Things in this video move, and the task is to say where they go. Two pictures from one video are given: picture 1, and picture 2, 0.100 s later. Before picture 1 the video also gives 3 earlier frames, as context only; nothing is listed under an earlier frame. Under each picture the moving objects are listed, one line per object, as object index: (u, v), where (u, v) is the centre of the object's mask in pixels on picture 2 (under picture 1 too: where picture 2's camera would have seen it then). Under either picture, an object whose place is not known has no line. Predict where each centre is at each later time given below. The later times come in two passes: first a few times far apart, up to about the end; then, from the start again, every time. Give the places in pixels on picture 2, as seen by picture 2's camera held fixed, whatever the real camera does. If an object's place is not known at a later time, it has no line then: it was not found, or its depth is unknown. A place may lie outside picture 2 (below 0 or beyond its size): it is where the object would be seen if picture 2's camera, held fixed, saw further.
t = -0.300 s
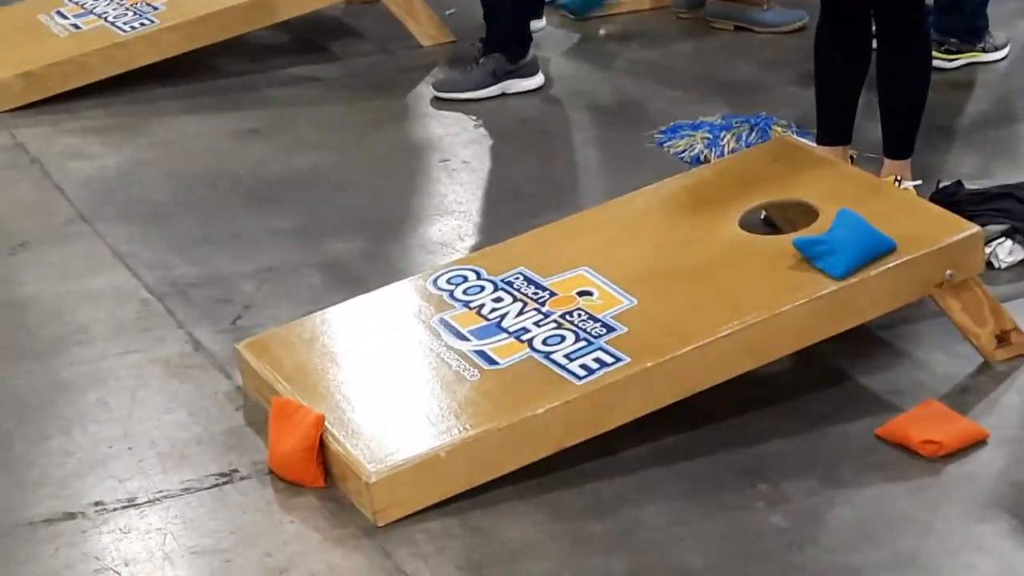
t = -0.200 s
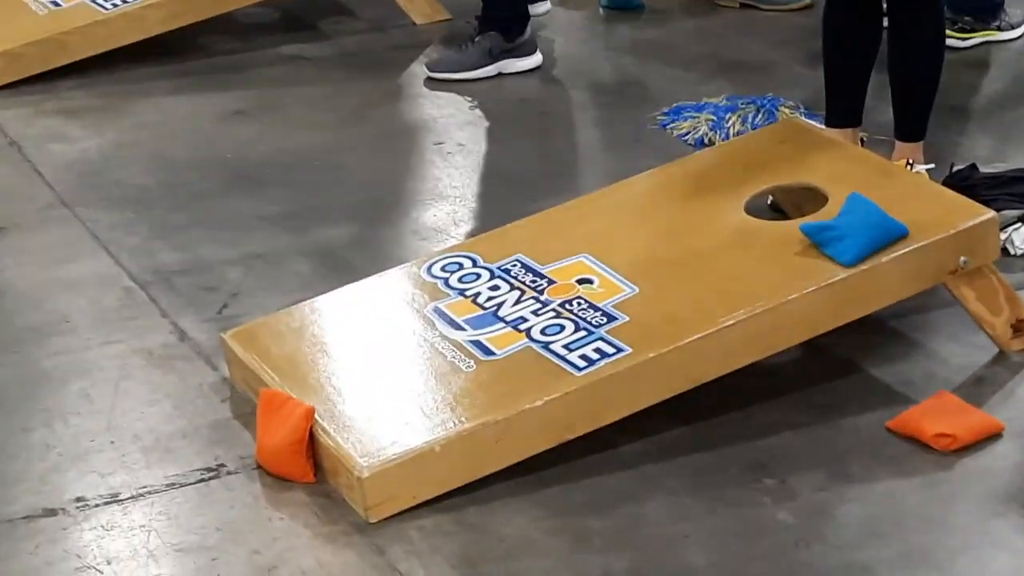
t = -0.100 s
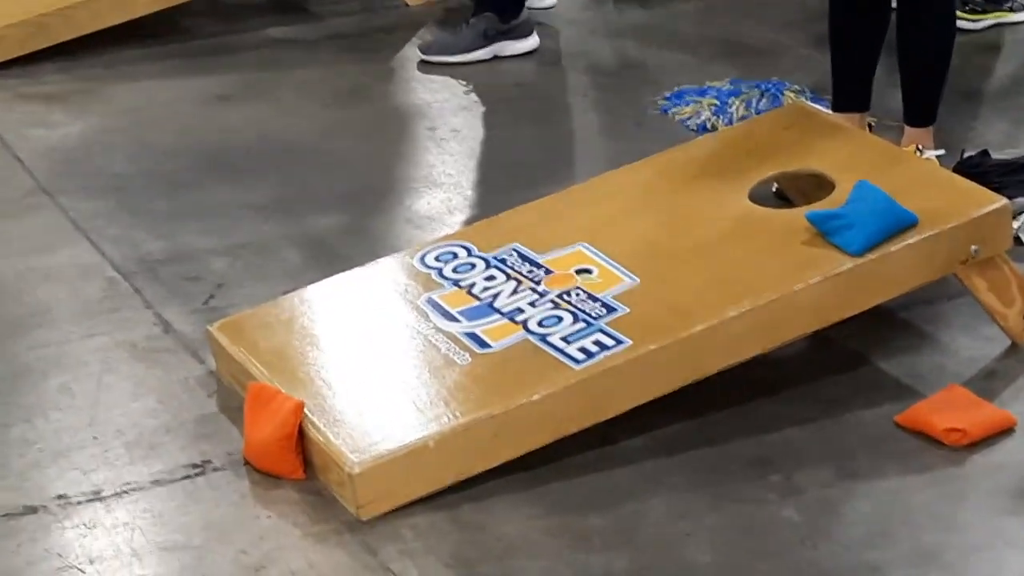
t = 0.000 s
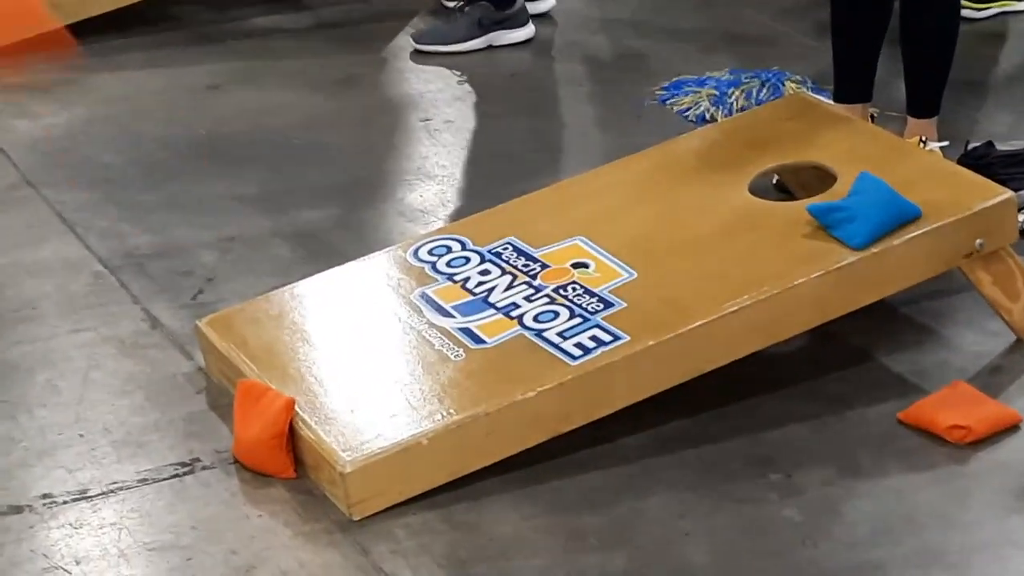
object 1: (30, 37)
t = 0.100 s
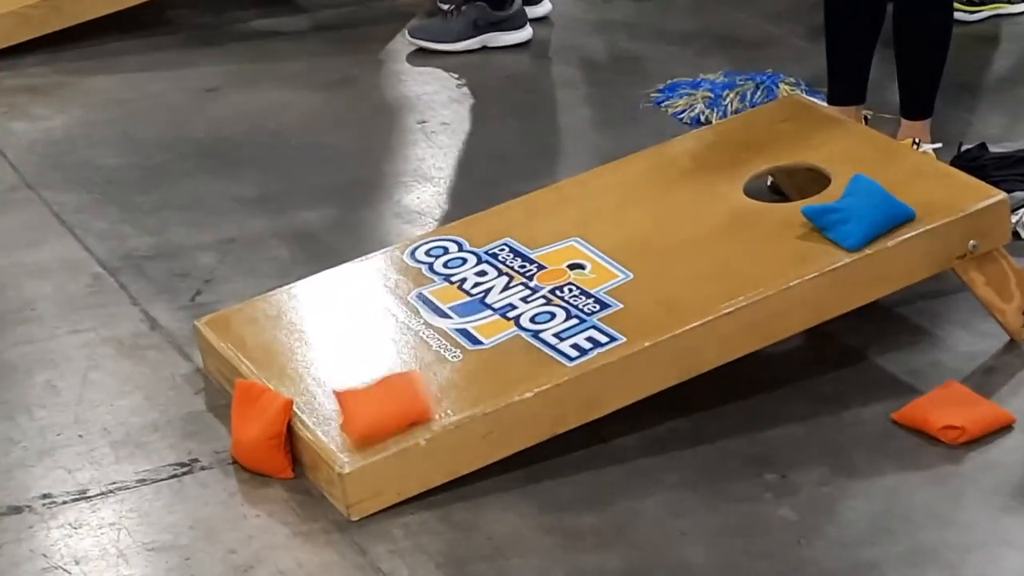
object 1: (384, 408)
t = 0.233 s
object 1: (495, 336)
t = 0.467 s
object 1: (572, 296)
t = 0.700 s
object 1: (572, 297)
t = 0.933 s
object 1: (573, 297)
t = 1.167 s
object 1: (573, 297)
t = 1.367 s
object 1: (573, 296)
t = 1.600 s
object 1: (573, 296)
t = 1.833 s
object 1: (573, 296)
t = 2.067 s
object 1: (574, 296)
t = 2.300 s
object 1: (574, 296)
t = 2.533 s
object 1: (574, 296)
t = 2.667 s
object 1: (574, 295)
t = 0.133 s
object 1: (414, 384)
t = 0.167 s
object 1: (443, 367)
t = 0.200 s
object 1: (471, 350)
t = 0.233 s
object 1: (495, 336)
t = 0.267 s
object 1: (518, 324)
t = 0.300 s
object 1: (534, 316)
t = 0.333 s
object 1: (547, 309)
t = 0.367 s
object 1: (557, 303)
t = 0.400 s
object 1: (565, 299)
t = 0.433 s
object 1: (569, 297)
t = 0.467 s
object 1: (572, 296)
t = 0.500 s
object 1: (572, 297)
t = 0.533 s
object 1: (572, 297)
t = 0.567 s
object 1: (572, 297)
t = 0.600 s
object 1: (572, 297)
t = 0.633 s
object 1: (572, 297)
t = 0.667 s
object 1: (572, 297)
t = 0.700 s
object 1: (572, 297)
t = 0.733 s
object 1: (572, 297)
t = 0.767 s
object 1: (573, 297)
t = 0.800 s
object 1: (573, 296)
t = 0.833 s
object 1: (573, 296)
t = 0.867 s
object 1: (573, 297)
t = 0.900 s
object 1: (573, 297)
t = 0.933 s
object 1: (573, 297)
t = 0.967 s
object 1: (573, 297)
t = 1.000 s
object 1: (573, 296)
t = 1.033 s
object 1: (573, 296)
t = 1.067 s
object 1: (573, 296)
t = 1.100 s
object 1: (573, 296)
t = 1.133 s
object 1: (573, 296)
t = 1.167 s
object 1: (573, 297)
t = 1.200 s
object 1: (573, 297)
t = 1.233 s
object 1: (573, 297)
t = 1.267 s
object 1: (573, 296)
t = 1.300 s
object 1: (573, 297)
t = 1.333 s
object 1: (573, 297)
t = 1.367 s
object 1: (573, 296)
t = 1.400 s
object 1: (573, 296)
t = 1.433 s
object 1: (573, 297)
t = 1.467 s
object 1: (573, 296)
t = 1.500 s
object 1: (573, 296)
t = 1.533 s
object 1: (573, 296)
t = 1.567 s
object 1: (573, 296)
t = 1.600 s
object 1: (573, 296)
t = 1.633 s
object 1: (573, 296)
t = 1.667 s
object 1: (573, 296)
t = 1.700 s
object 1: (573, 296)
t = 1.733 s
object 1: (573, 296)
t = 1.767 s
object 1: (573, 296)
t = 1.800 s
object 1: (573, 296)
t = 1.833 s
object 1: (573, 296)
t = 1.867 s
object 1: (574, 296)
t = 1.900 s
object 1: (574, 296)
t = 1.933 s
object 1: (574, 296)
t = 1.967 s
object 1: (574, 296)
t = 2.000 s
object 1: (574, 296)
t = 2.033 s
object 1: (574, 296)
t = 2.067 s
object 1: (574, 296)
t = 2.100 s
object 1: (574, 296)
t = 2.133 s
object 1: (574, 296)
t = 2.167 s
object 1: (574, 296)
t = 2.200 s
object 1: (574, 296)
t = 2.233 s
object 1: (574, 296)
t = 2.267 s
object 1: (574, 296)
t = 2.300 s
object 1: (574, 296)
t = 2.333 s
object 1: (574, 296)
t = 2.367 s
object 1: (574, 296)
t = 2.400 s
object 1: (574, 296)
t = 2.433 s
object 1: (574, 296)
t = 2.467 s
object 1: (574, 296)
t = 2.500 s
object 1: (574, 296)
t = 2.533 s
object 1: (574, 296)
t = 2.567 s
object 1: (574, 296)
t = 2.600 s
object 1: (574, 295)
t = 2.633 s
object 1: (574, 295)
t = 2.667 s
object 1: (574, 295)
